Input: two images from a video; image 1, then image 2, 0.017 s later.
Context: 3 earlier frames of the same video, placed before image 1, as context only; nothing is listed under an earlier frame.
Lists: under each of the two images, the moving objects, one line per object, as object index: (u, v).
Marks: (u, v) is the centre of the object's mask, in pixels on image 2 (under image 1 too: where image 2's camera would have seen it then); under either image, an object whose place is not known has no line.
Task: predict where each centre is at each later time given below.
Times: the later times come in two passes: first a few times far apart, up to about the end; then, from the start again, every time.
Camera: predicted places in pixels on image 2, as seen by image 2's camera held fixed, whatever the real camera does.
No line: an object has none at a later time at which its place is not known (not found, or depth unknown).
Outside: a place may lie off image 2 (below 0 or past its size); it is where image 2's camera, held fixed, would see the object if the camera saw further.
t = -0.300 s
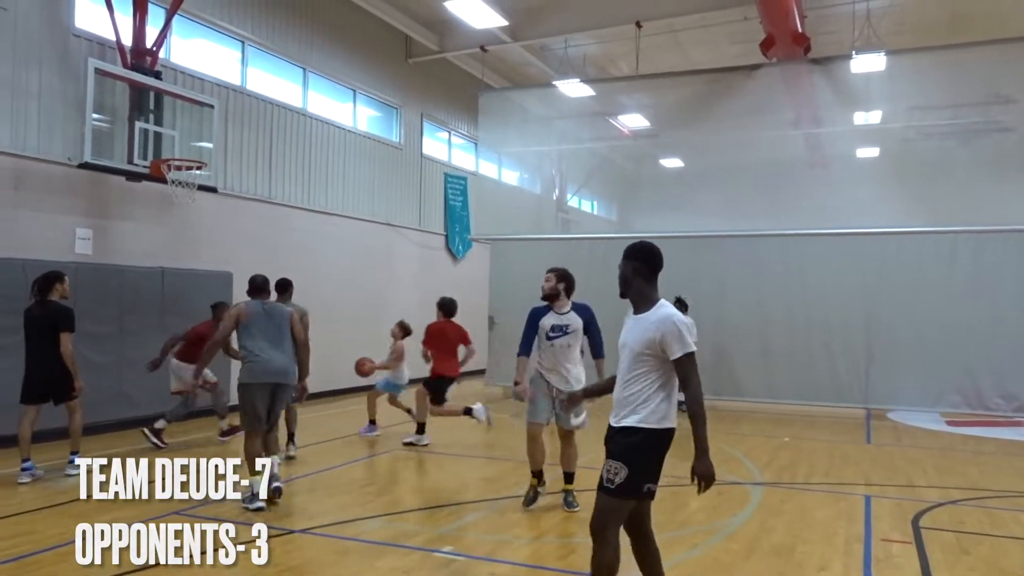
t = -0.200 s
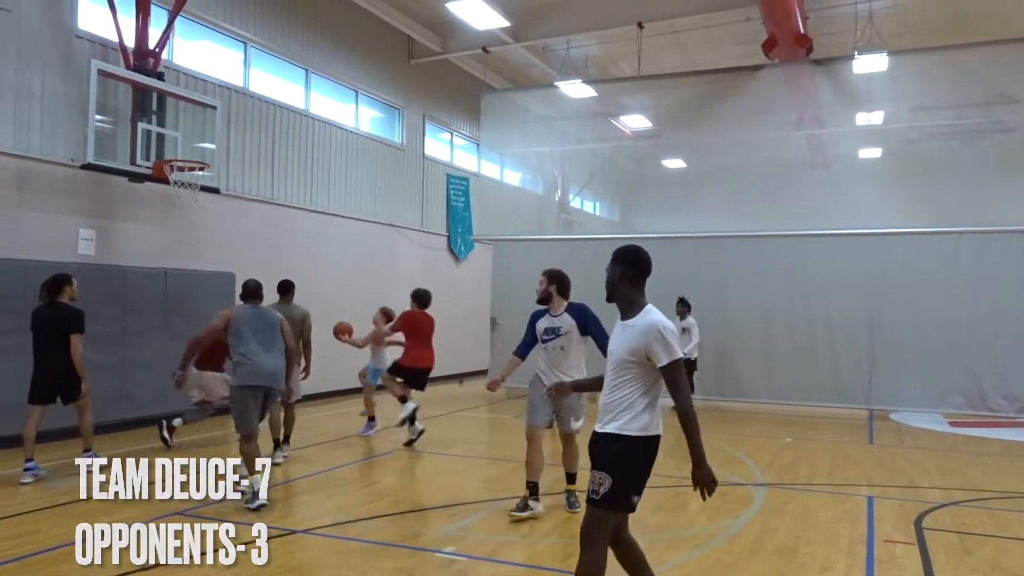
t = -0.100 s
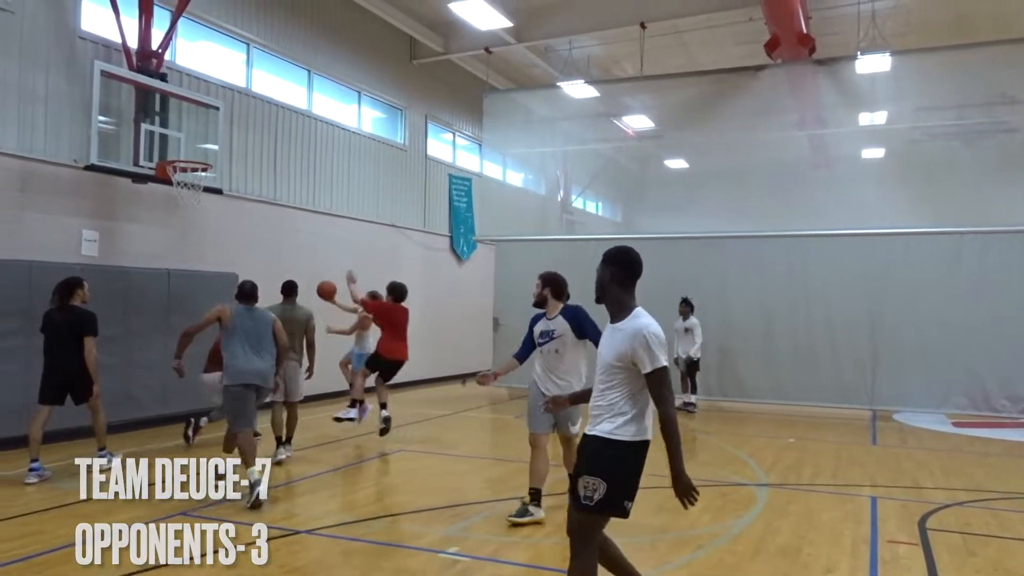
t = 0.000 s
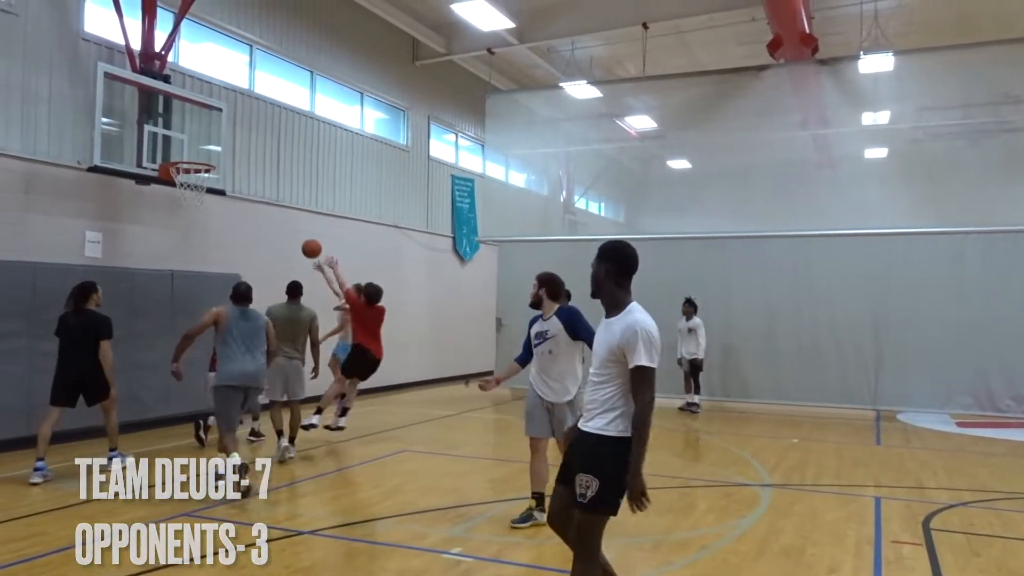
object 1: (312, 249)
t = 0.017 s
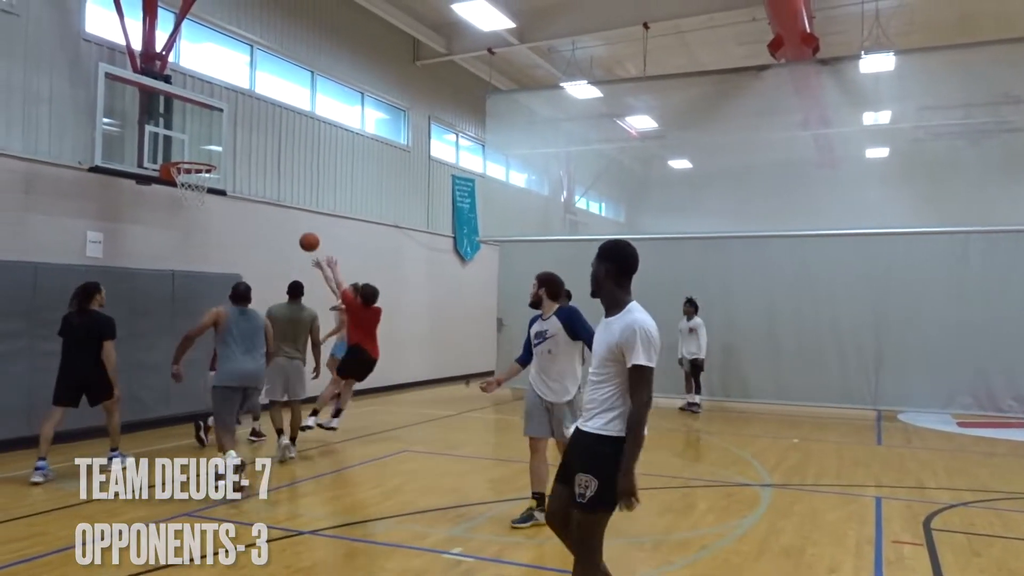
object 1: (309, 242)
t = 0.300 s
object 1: (257, 161)
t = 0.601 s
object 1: (198, 143)
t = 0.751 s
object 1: (194, 151)
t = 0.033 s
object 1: (306, 235)
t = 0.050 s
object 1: (303, 229)
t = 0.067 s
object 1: (300, 223)
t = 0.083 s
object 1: (297, 217)
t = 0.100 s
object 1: (294, 212)
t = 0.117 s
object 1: (291, 206)
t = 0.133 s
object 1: (288, 201)
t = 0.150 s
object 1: (285, 196)
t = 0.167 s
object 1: (282, 192)
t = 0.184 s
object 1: (279, 187)
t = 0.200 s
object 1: (276, 182)
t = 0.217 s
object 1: (273, 178)
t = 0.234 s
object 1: (270, 174)
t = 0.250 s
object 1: (266, 171)
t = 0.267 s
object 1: (263, 167)
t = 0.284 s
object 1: (260, 164)
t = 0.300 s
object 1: (257, 161)
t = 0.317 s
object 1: (254, 157)
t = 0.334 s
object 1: (251, 155)
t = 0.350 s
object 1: (247, 152)
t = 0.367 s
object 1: (244, 150)
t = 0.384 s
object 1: (241, 148)
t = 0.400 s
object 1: (238, 146)
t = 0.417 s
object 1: (235, 144)
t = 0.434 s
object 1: (232, 143)
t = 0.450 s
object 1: (228, 142)
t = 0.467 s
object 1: (225, 142)
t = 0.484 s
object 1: (222, 141)
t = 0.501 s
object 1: (218, 140)
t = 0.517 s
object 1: (215, 140)
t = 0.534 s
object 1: (211, 140)
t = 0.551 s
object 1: (208, 140)
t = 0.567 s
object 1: (204, 141)
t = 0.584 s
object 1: (201, 142)
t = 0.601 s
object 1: (198, 143)
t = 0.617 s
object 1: (195, 143)
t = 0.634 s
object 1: (195, 143)
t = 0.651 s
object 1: (195, 144)
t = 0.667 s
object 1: (195, 144)
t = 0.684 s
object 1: (195, 145)
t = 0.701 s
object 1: (194, 147)
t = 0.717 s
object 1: (194, 148)
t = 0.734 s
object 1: (194, 149)
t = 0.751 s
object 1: (194, 151)
